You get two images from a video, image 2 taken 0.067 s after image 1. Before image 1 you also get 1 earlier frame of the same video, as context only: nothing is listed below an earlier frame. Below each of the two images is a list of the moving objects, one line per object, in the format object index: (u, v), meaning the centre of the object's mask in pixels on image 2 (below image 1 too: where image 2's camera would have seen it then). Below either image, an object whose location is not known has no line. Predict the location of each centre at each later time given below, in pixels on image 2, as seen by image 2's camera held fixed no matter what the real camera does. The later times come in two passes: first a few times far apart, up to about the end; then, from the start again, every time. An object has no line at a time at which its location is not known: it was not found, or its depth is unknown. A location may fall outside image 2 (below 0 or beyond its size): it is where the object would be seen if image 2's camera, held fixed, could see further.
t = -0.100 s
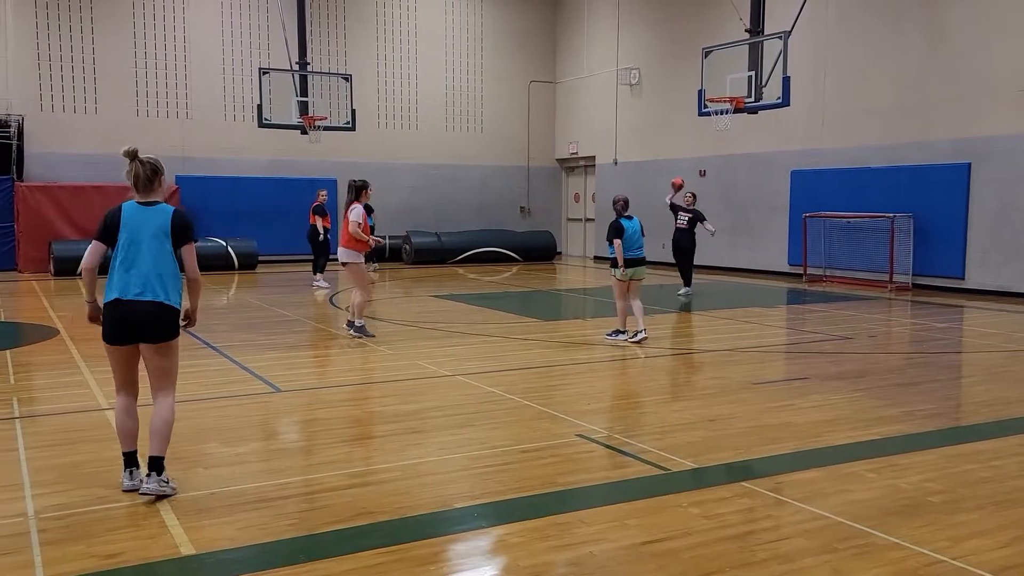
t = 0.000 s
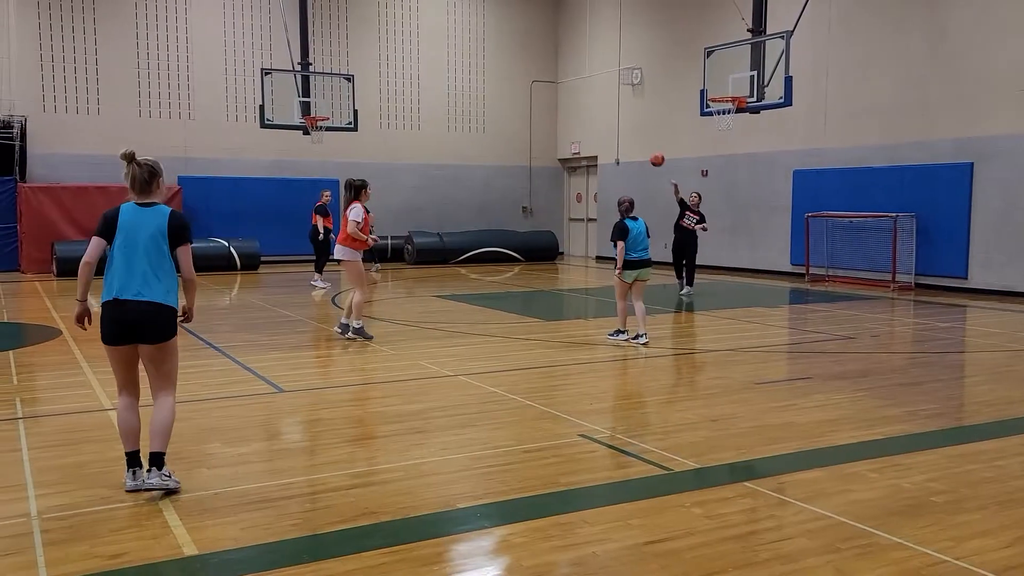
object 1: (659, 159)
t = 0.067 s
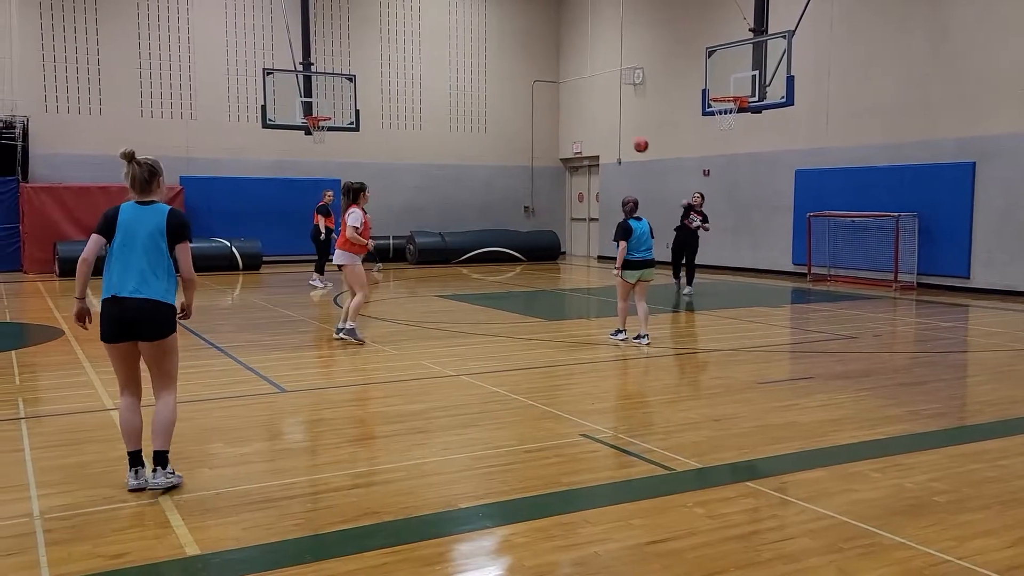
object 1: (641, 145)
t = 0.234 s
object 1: (589, 117)
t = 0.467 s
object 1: (492, 108)
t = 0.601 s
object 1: (417, 129)
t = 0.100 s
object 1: (631, 138)
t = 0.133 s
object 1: (622, 132)
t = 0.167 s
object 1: (611, 127)
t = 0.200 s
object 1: (601, 122)
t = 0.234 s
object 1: (589, 117)
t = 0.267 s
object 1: (578, 114)
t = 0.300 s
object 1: (565, 111)
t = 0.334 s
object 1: (552, 109)
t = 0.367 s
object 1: (539, 107)
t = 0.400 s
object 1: (524, 107)
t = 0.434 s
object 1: (509, 107)
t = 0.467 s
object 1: (492, 108)
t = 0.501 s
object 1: (475, 111)
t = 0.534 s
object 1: (457, 116)
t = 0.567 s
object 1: (438, 121)
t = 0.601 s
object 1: (417, 129)
